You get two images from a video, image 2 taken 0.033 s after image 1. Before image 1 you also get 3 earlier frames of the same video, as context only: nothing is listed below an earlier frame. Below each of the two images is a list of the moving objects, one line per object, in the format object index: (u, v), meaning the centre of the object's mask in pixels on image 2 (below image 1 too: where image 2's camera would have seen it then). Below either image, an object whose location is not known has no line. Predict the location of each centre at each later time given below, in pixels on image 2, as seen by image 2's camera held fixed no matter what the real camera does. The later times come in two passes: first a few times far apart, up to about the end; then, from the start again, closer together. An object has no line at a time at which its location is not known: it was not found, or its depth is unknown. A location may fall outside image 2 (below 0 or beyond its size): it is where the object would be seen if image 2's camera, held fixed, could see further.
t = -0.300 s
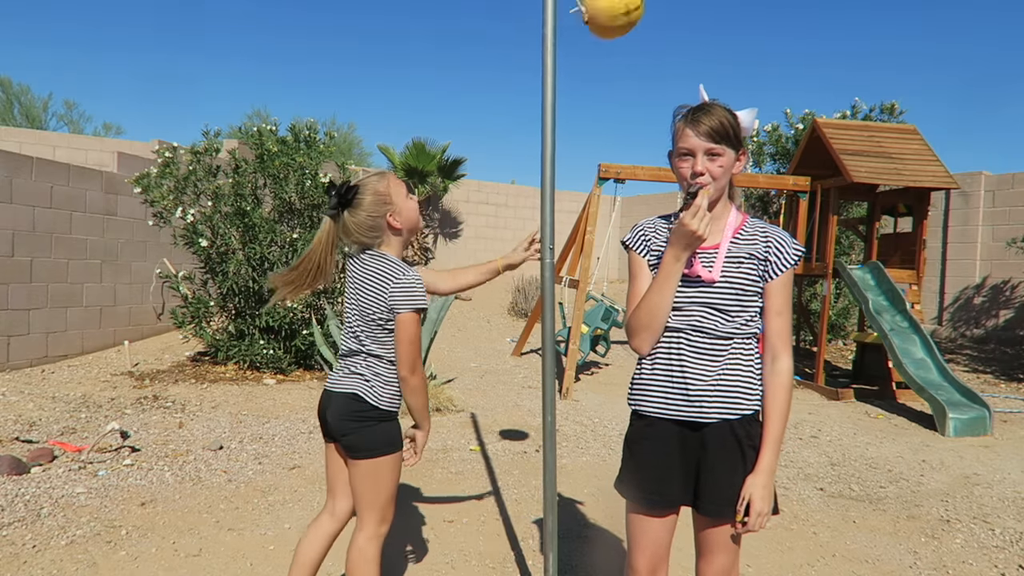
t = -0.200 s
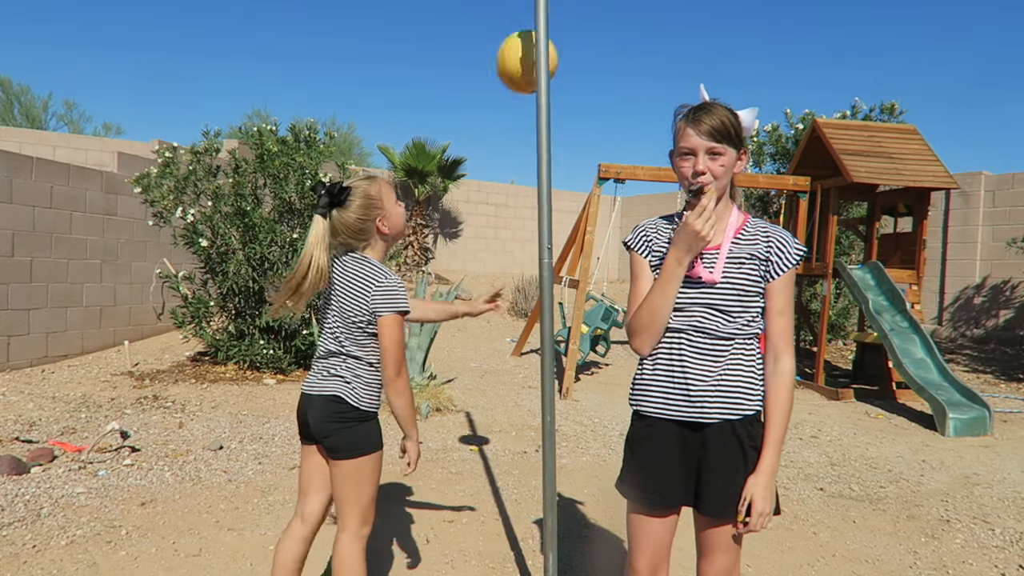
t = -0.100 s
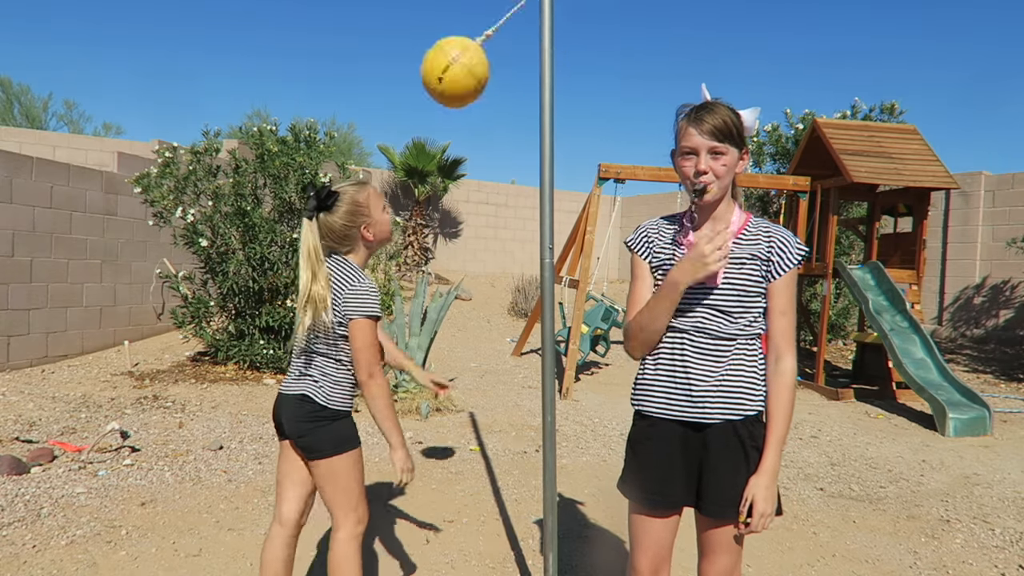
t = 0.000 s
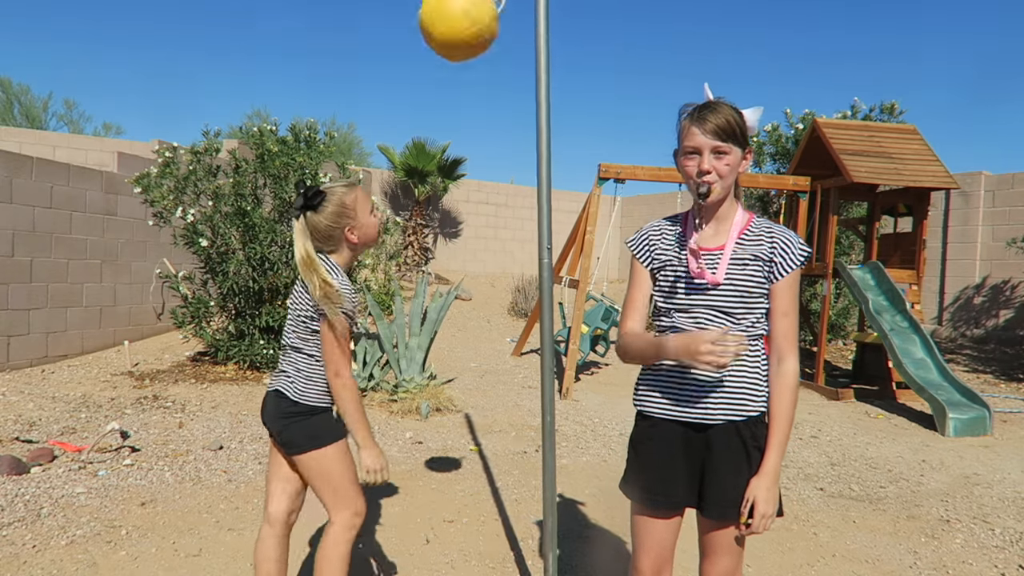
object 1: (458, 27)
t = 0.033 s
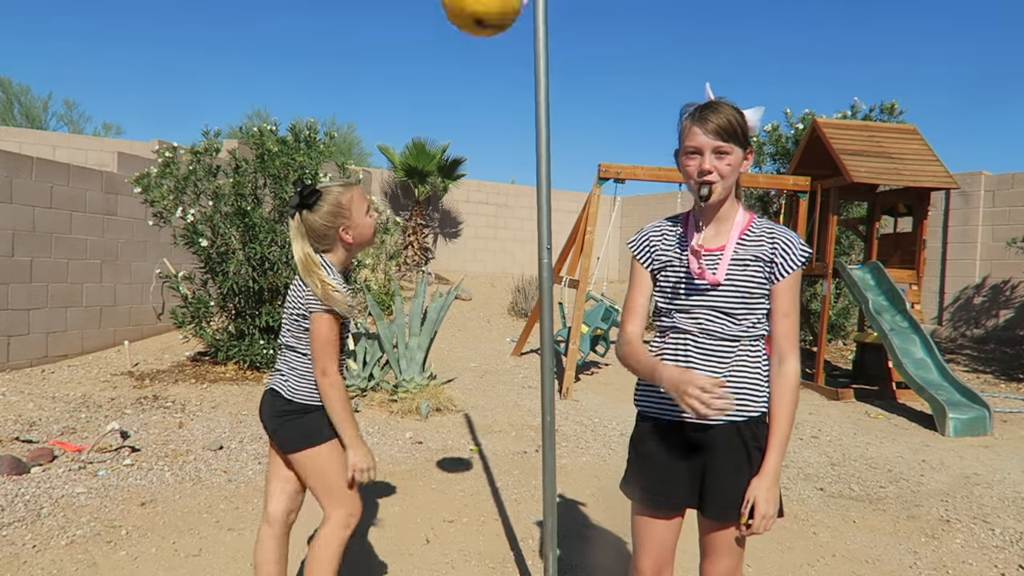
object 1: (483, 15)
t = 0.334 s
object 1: (632, 10)
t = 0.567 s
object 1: (478, 39)
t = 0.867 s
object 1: (593, 18)
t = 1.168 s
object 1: (593, 23)
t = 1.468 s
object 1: (493, 40)
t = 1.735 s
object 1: (539, 72)
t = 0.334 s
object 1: (632, 10)
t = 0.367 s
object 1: (614, 20)
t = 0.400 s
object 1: (593, 33)
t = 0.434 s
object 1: (574, 50)
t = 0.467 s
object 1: (538, 59)
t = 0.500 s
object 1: (511, 61)
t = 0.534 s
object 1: (491, 54)
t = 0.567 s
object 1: (478, 39)
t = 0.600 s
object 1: (476, 26)
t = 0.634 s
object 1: (487, 17)
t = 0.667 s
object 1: (508, 11)
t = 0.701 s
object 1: (531, 6)
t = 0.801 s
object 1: (592, 5)
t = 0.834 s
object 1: (598, 10)
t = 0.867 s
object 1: (593, 18)
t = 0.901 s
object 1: (583, 25)
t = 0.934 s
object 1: (576, 29)
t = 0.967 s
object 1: (576, 27)
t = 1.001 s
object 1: (579, 23)
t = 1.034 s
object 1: (582, 21)
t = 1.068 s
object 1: (586, 19)
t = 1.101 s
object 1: (591, 19)
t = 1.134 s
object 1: (593, 20)
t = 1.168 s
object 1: (593, 23)
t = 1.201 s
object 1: (590, 26)
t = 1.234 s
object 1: (584, 31)
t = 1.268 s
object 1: (573, 35)
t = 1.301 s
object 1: (559, 36)
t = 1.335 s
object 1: (546, 36)
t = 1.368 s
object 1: (530, 36)
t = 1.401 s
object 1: (515, 36)
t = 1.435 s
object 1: (502, 37)
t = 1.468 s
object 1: (493, 40)
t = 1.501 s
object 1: (488, 44)
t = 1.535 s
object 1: (488, 47)
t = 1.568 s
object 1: (490, 53)
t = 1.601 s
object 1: (496, 59)
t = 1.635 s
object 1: (503, 65)
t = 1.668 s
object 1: (511, 69)
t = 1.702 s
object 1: (519, 71)
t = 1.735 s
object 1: (539, 72)
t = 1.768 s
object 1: (562, 73)
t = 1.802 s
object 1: (577, 75)
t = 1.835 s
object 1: (586, 76)
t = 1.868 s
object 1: (597, 75)
